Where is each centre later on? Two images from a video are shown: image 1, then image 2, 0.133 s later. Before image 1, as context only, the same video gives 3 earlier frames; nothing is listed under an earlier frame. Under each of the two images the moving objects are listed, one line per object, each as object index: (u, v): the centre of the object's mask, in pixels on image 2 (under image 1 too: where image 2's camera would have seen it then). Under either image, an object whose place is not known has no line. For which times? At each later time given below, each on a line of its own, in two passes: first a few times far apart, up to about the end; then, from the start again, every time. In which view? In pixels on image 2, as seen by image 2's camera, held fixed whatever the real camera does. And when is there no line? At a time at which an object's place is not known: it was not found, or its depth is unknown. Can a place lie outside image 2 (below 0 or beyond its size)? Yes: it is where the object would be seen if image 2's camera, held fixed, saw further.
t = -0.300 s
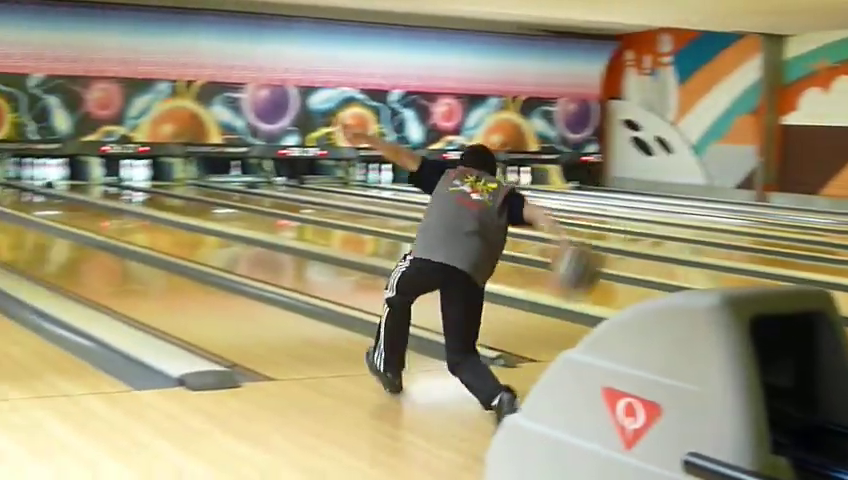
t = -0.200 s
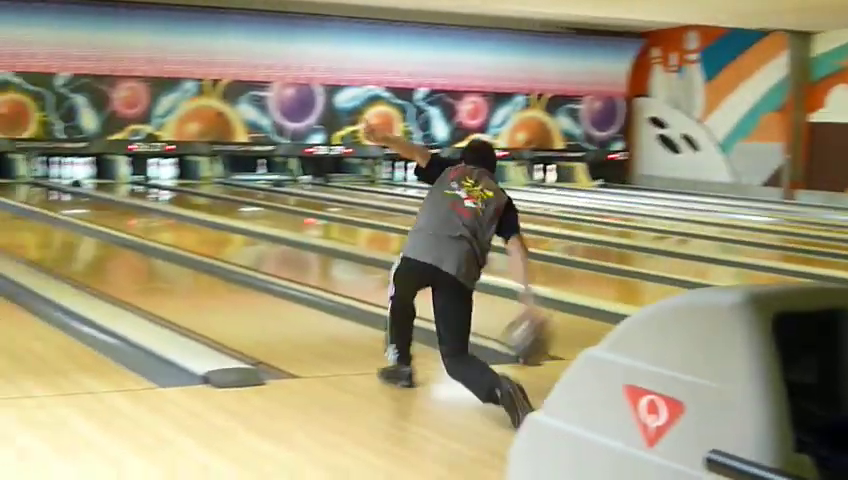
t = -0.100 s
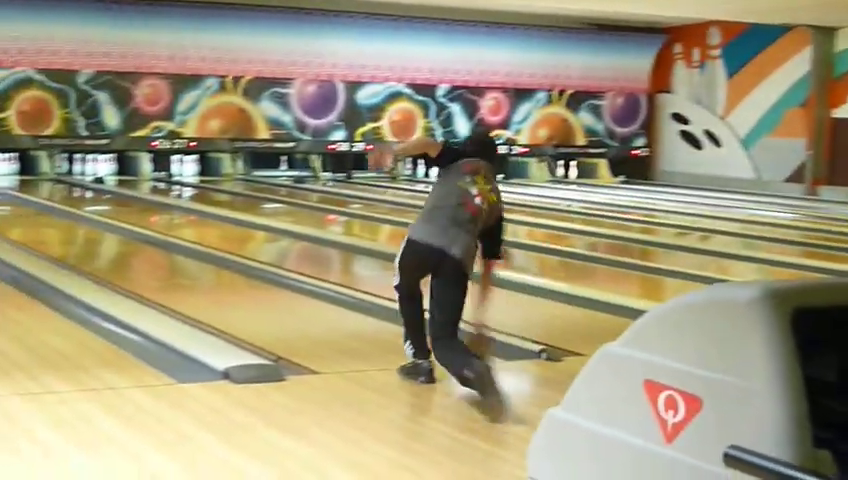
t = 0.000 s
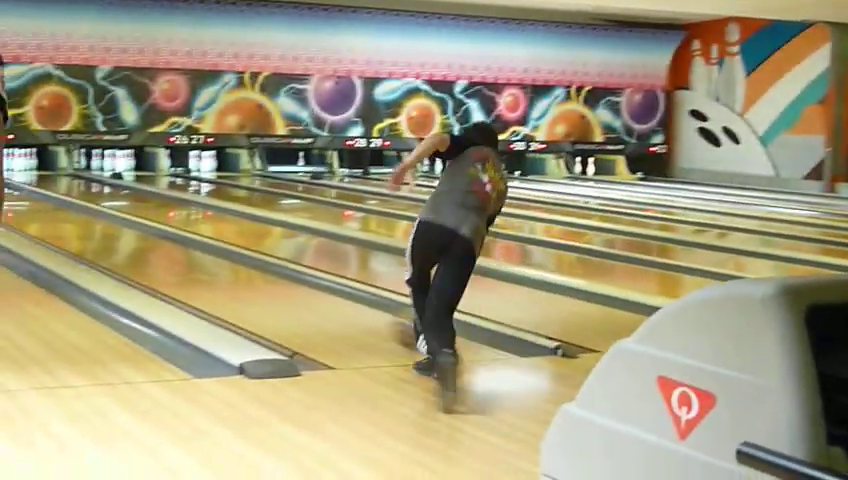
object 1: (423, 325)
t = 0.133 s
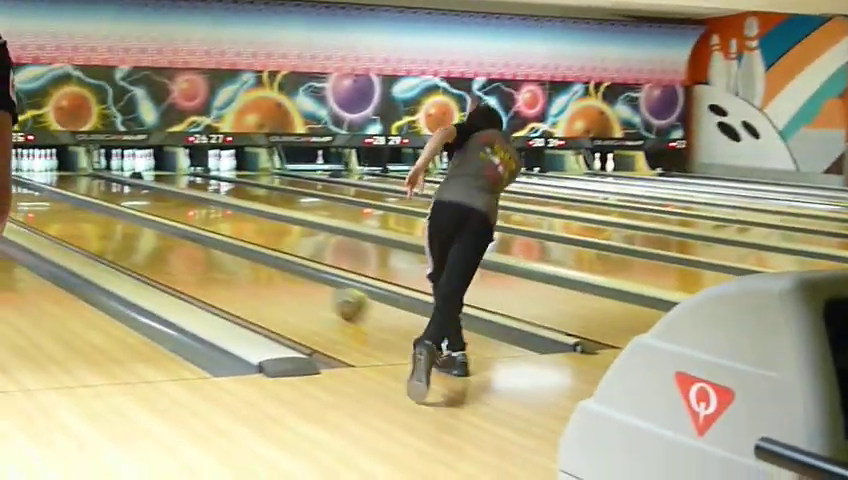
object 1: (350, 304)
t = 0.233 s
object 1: (303, 287)
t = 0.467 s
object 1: (213, 258)
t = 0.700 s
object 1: (148, 236)
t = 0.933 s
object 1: (99, 219)
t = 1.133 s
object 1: (65, 206)
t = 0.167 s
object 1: (333, 298)
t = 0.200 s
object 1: (317, 293)
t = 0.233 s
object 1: (303, 287)
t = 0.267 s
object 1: (287, 283)
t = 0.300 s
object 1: (272, 278)
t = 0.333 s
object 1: (260, 274)
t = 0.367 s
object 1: (248, 268)
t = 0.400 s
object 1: (236, 264)
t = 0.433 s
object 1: (225, 262)
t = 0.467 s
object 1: (213, 258)
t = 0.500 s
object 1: (203, 255)
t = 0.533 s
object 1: (193, 251)
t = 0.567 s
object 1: (183, 249)
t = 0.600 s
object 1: (174, 244)
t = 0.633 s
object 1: (165, 241)
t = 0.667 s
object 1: (156, 239)
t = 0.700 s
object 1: (148, 236)
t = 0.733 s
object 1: (141, 232)
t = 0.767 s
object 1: (133, 231)
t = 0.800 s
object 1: (127, 228)
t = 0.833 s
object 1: (119, 226)
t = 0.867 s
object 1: (112, 222)
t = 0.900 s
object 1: (106, 221)
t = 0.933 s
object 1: (99, 219)
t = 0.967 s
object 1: (93, 216)
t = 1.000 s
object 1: (87, 214)
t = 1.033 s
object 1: (82, 212)
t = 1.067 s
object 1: (76, 209)
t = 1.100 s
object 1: (70, 208)
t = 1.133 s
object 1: (65, 206)
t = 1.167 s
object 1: (60, 204)
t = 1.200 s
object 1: (55, 203)
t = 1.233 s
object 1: (51, 201)
